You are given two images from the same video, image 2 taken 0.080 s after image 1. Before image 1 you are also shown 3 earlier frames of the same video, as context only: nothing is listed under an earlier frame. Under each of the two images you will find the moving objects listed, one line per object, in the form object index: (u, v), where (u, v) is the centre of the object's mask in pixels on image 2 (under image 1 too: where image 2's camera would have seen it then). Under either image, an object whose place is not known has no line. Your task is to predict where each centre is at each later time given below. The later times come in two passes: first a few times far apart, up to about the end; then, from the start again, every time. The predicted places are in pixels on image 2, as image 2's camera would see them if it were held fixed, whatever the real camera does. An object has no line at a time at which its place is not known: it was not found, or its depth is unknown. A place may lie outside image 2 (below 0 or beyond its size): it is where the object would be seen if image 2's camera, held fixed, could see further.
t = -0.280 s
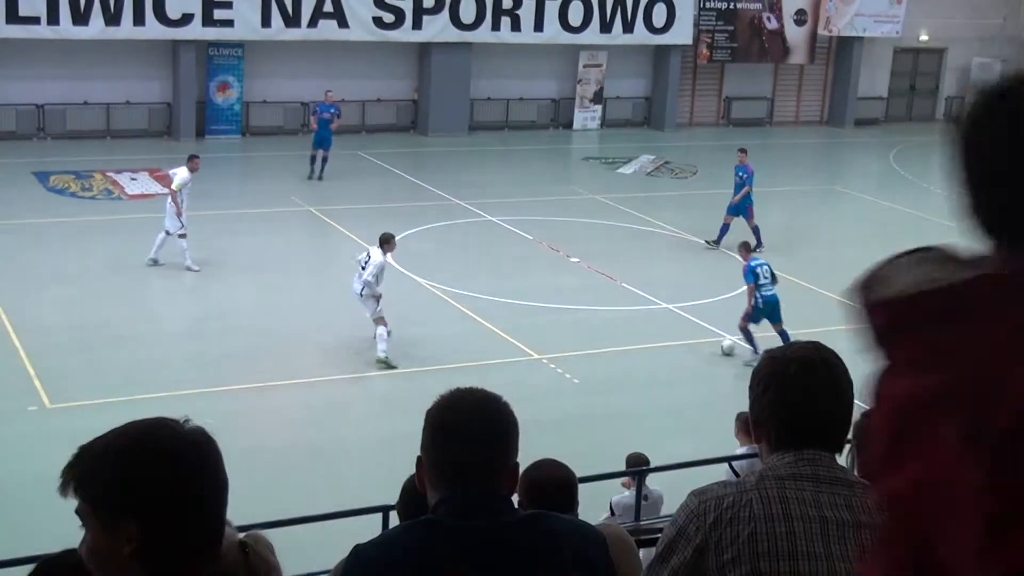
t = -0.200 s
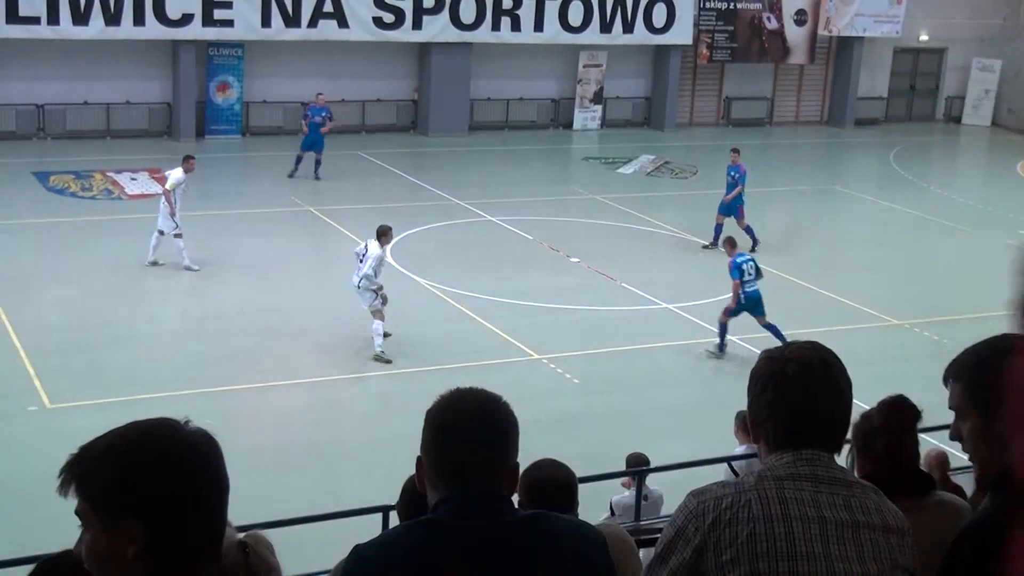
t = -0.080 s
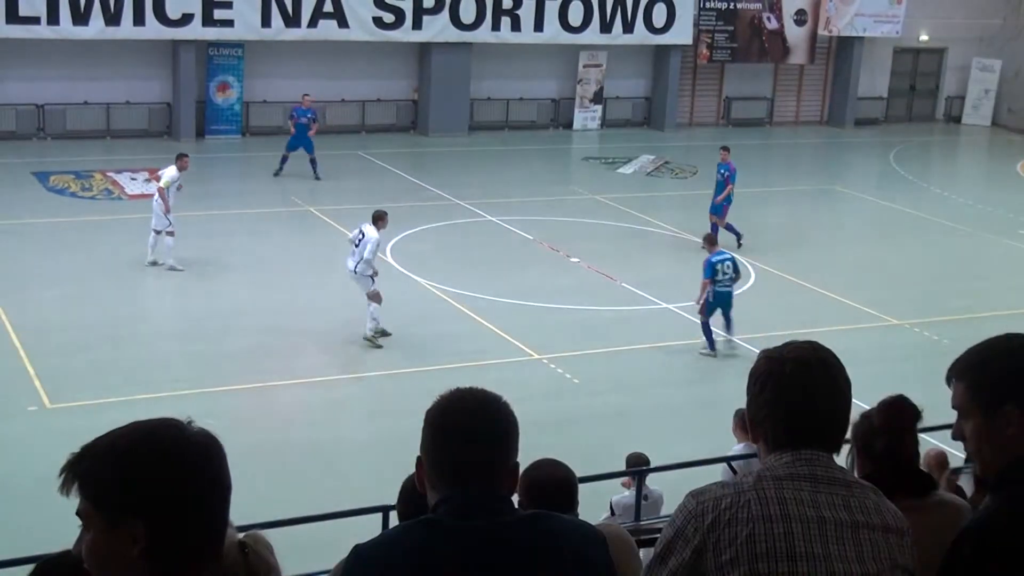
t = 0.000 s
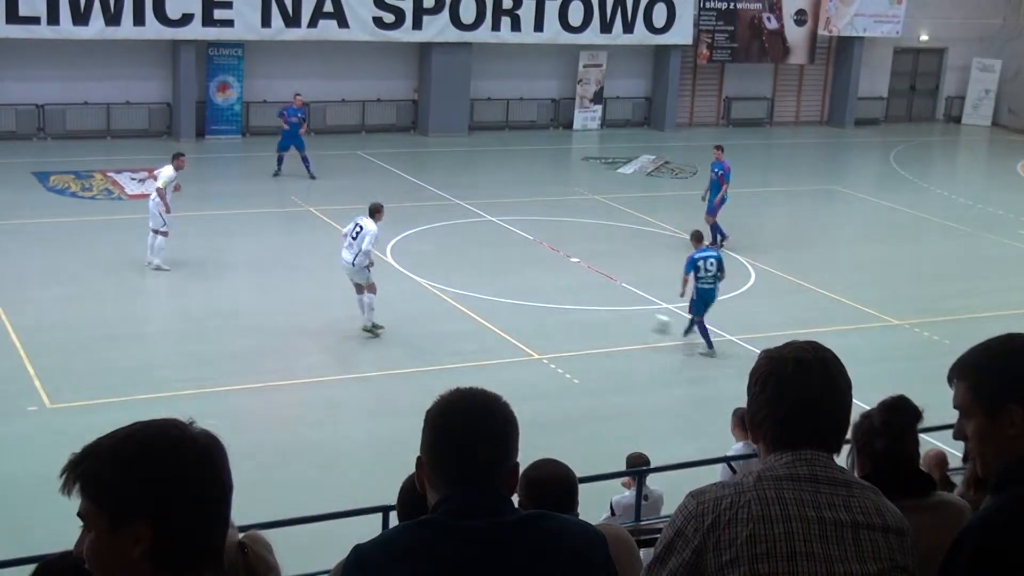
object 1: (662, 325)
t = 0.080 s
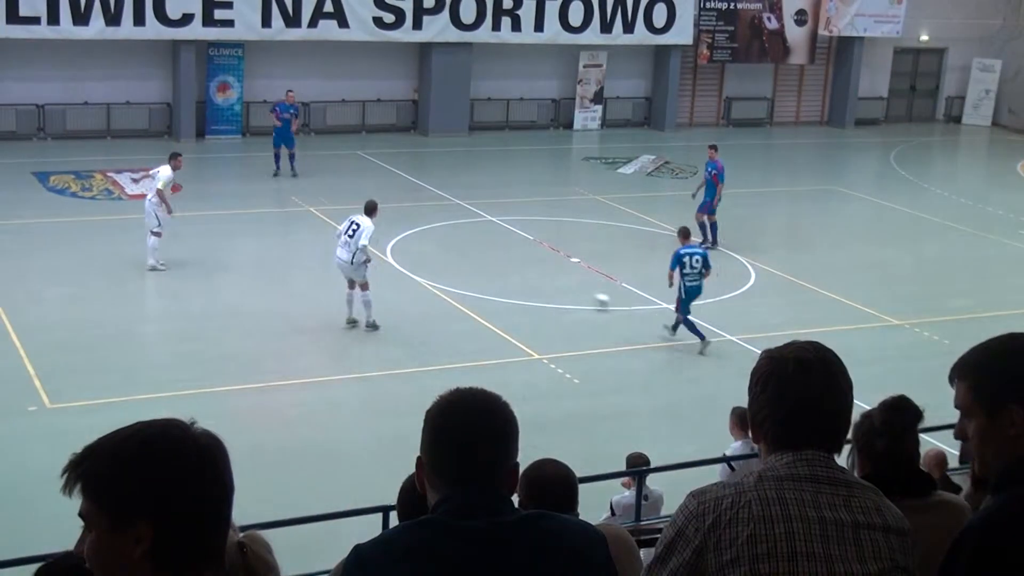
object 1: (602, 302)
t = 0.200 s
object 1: (524, 276)
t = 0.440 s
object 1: (409, 235)
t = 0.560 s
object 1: (364, 218)
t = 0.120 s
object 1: (574, 293)
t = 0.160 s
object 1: (548, 285)
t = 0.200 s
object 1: (524, 276)
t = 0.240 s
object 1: (502, 269)
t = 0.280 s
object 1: (481, 262)
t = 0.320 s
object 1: (460, 254)
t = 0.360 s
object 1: (443, 248)
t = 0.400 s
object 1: (424, 241)
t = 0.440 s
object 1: (409, 235)
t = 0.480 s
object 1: (392, 228)
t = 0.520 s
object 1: (376, 222)
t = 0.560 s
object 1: (364, 218)
